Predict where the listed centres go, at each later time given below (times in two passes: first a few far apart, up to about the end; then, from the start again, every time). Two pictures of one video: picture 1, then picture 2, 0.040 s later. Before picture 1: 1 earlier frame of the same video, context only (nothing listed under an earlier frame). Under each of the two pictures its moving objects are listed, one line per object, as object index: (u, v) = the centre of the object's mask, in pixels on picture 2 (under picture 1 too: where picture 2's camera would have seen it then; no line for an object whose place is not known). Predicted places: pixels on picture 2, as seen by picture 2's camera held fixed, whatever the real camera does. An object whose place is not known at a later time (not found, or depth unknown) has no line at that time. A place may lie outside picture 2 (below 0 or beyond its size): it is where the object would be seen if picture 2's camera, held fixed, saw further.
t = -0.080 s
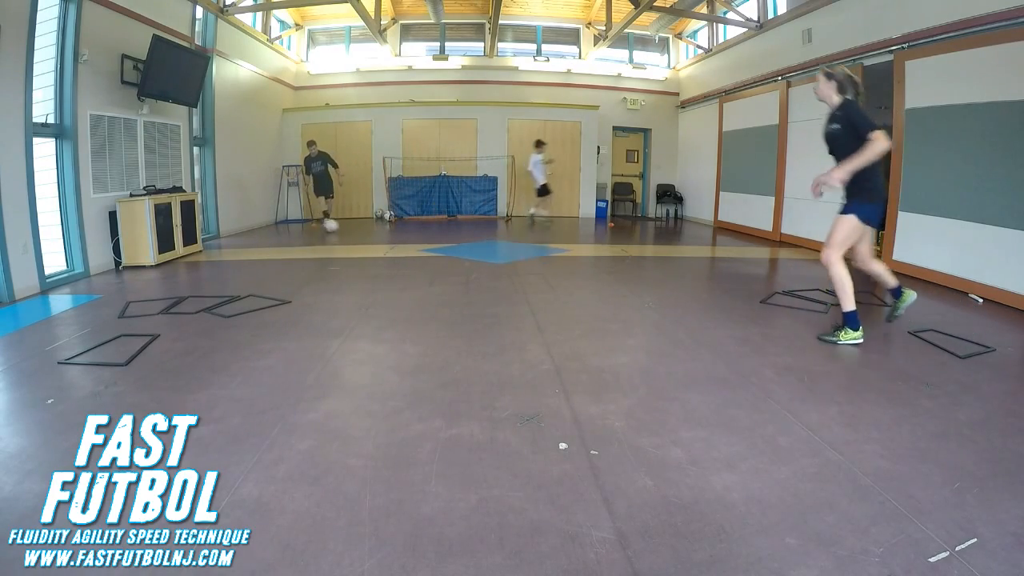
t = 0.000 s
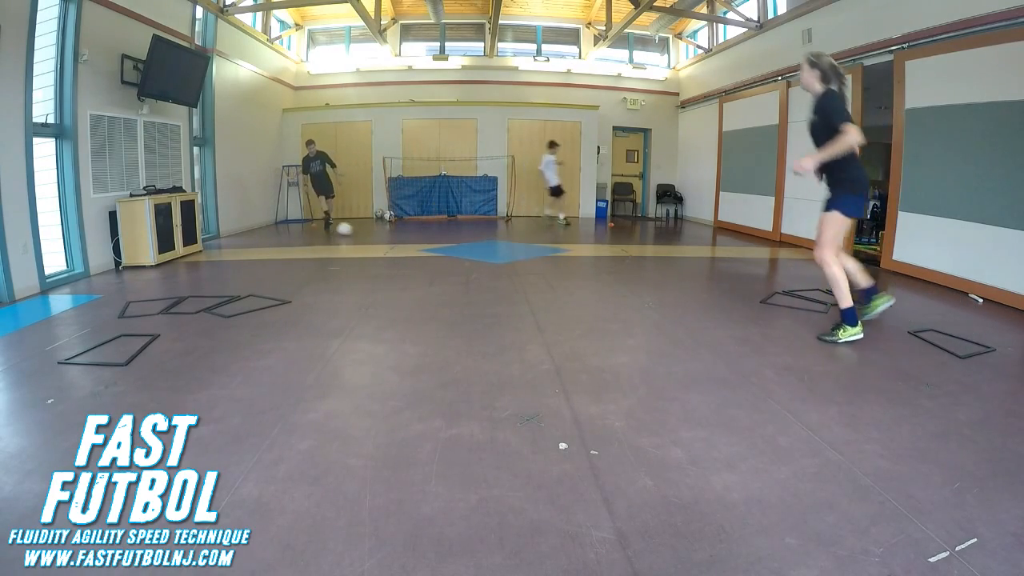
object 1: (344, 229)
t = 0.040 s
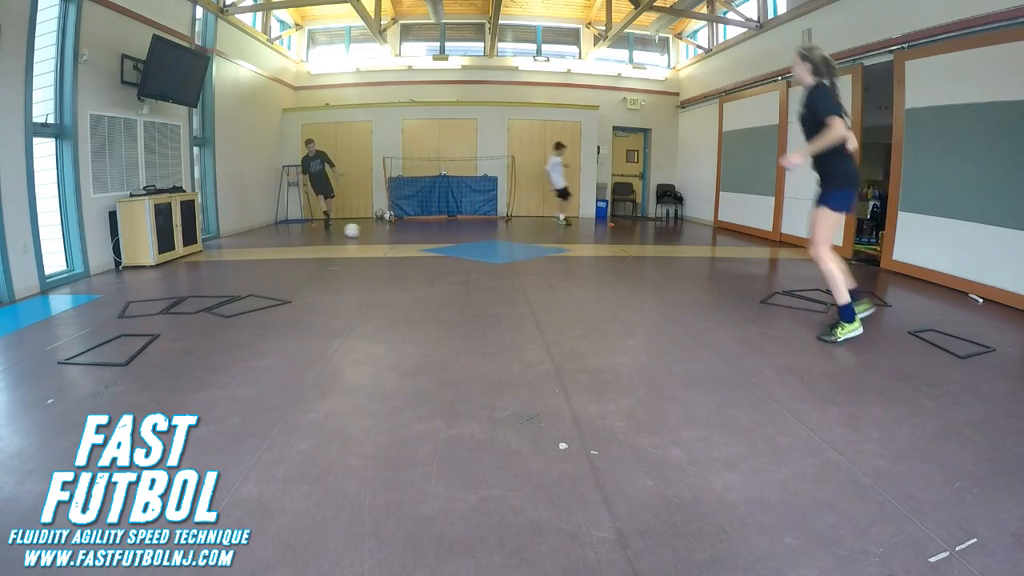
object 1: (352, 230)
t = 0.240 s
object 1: (396, 239)
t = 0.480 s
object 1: (465, 254)
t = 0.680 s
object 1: (542, 269)
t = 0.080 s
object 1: (360, 232)
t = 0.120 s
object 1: (368, 233)
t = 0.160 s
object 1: (377, 235)
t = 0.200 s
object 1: (386, 237)
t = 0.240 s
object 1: (396, 239)
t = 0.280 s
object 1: (406, 242)
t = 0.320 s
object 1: (417, 244)
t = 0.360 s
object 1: (429, 246)
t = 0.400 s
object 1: (440, 248)
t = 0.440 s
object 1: (452, 250)
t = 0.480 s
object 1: (465, 254)
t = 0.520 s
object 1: (479, 256)
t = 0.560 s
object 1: (494, 259)
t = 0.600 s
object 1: (509, 263)
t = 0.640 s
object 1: (525, 266)
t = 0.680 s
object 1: (542, 269)
